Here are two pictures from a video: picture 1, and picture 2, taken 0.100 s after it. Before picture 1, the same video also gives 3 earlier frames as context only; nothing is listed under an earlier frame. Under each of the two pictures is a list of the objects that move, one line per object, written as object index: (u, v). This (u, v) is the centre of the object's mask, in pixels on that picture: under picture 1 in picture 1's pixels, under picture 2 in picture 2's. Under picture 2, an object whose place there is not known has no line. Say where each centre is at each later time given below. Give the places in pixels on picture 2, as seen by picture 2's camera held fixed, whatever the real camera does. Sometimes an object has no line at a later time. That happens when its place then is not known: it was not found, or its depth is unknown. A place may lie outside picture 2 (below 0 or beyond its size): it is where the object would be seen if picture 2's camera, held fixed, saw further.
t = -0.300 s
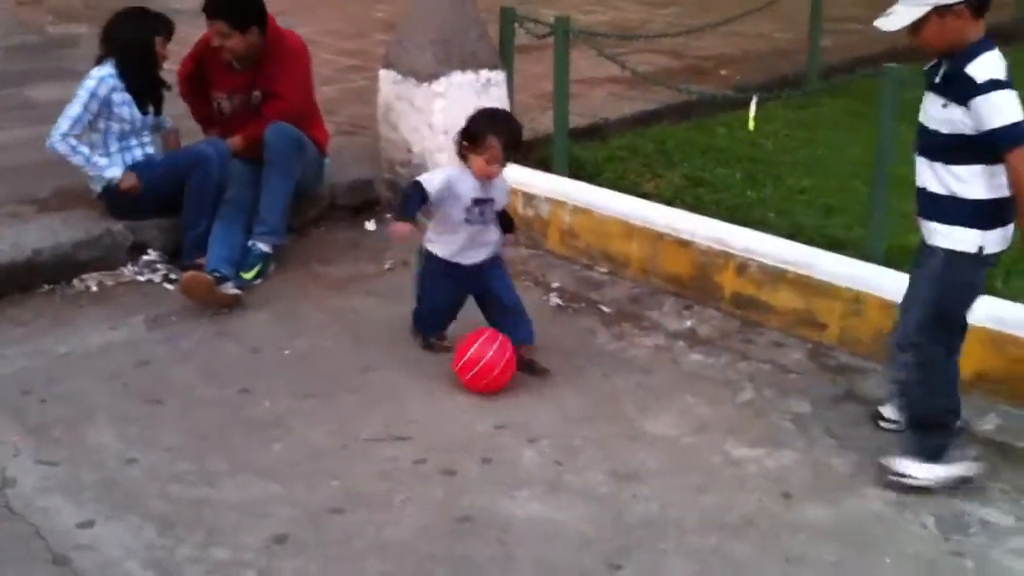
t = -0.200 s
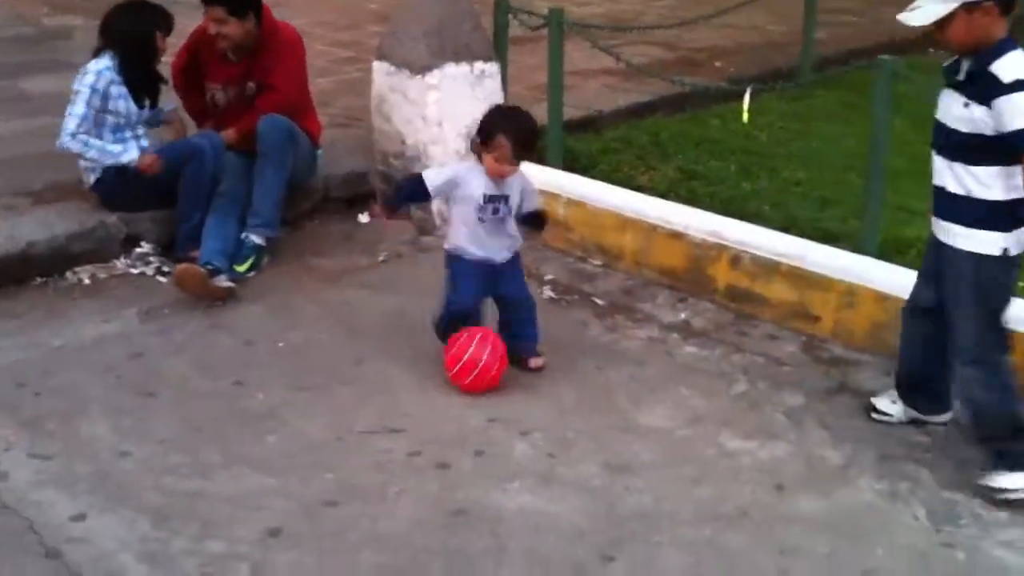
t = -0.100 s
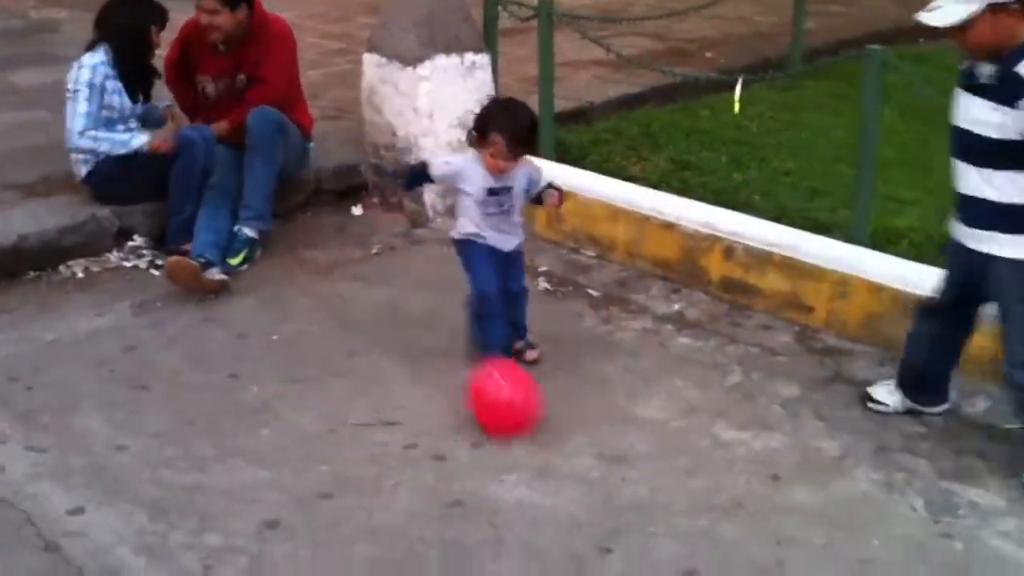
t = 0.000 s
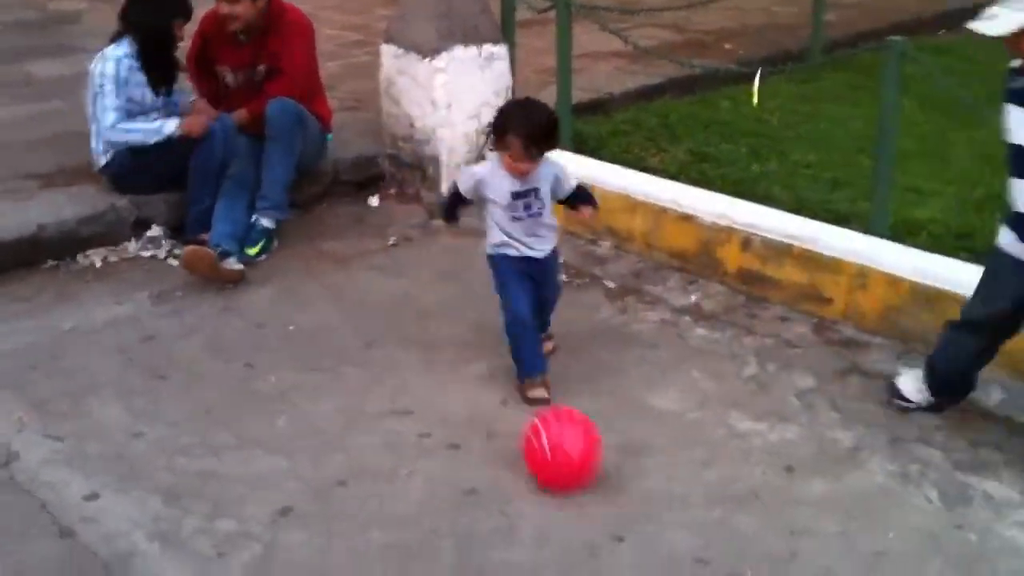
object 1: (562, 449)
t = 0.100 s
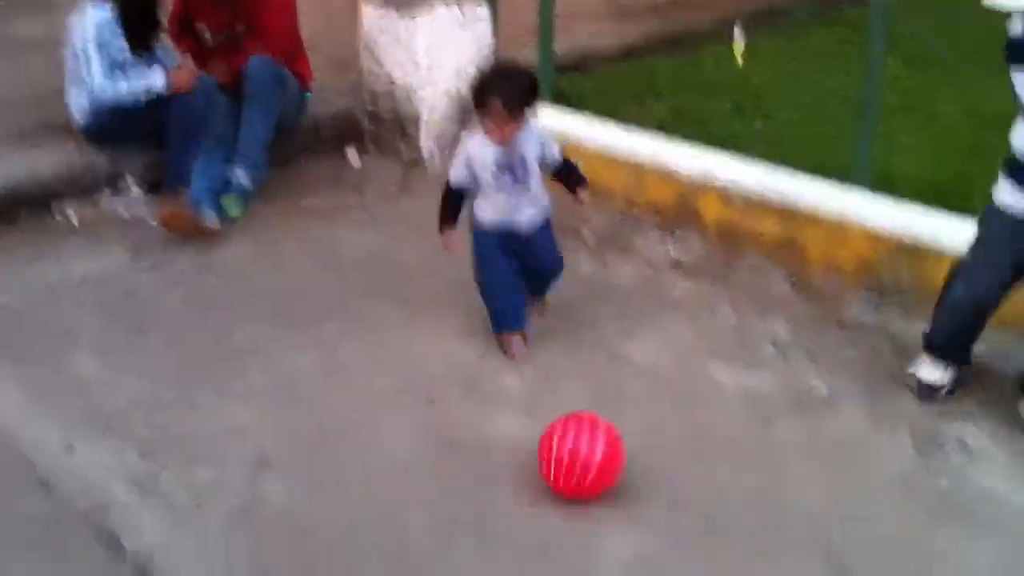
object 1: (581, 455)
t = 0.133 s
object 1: (594, 469)
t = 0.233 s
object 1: (620, 515)
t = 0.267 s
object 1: (635, 536)
